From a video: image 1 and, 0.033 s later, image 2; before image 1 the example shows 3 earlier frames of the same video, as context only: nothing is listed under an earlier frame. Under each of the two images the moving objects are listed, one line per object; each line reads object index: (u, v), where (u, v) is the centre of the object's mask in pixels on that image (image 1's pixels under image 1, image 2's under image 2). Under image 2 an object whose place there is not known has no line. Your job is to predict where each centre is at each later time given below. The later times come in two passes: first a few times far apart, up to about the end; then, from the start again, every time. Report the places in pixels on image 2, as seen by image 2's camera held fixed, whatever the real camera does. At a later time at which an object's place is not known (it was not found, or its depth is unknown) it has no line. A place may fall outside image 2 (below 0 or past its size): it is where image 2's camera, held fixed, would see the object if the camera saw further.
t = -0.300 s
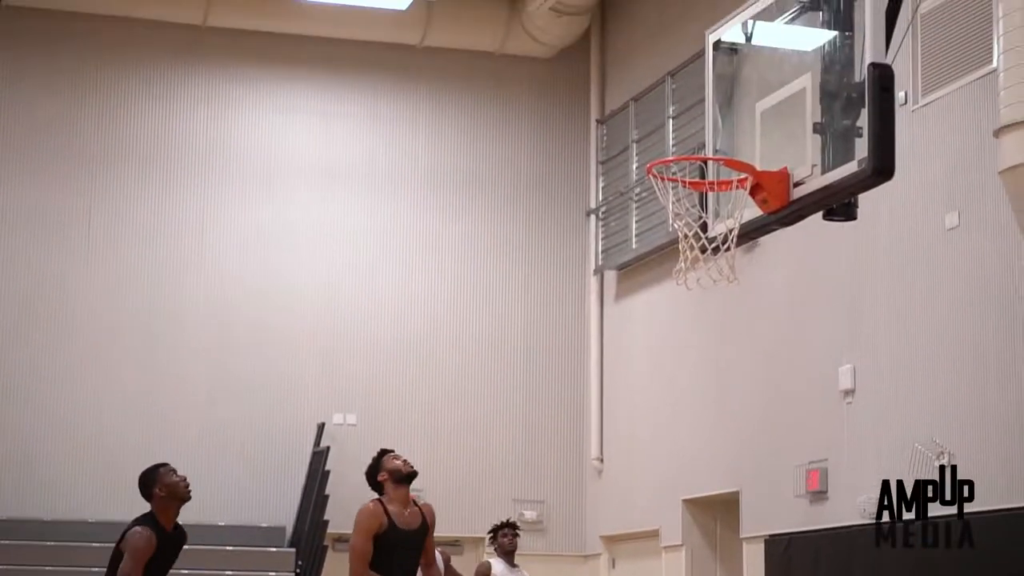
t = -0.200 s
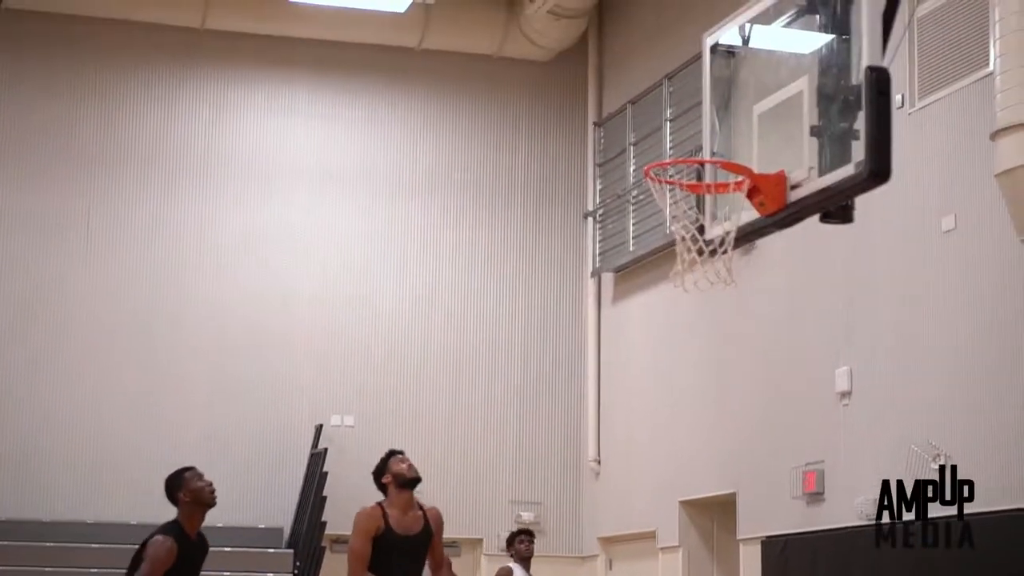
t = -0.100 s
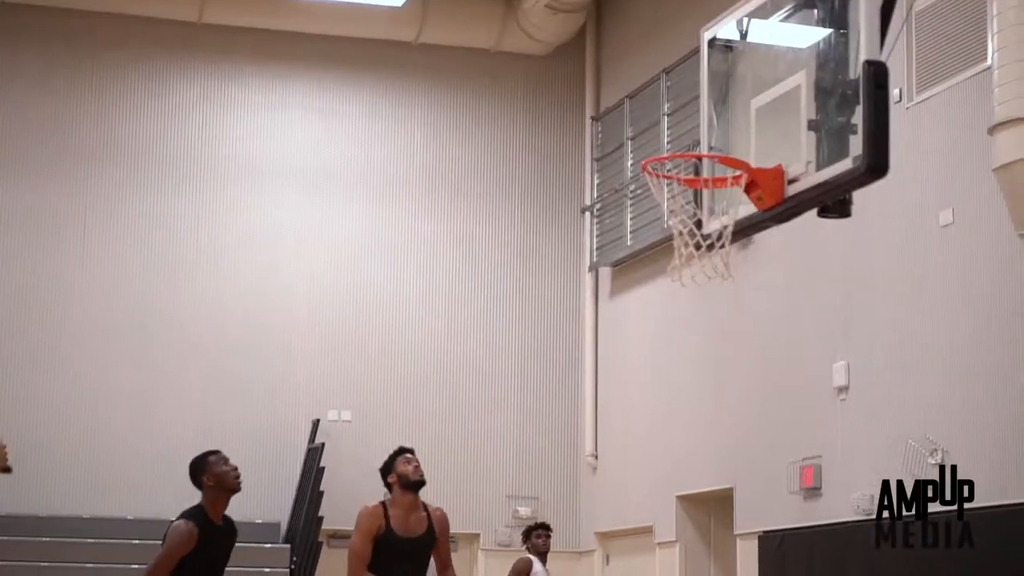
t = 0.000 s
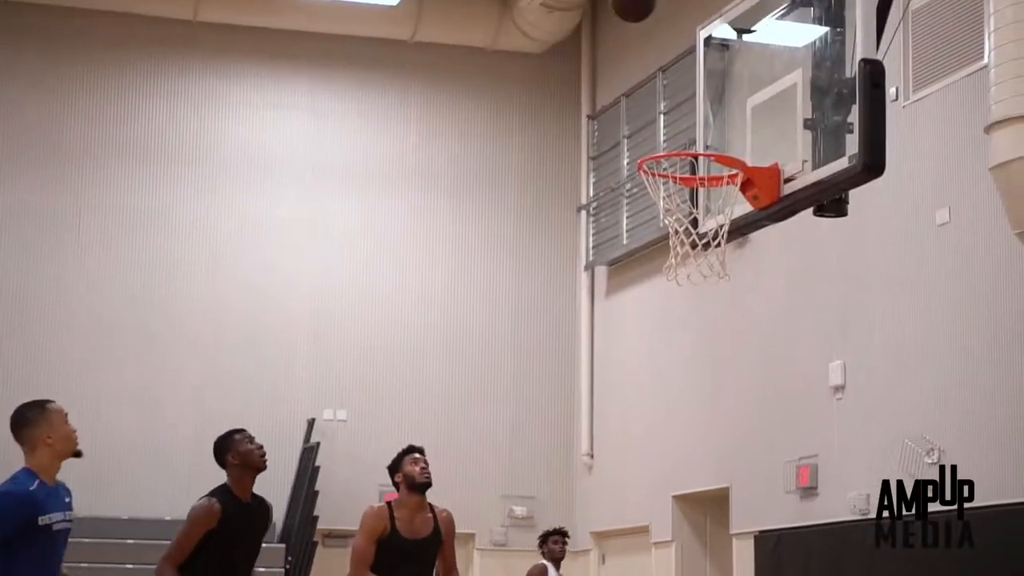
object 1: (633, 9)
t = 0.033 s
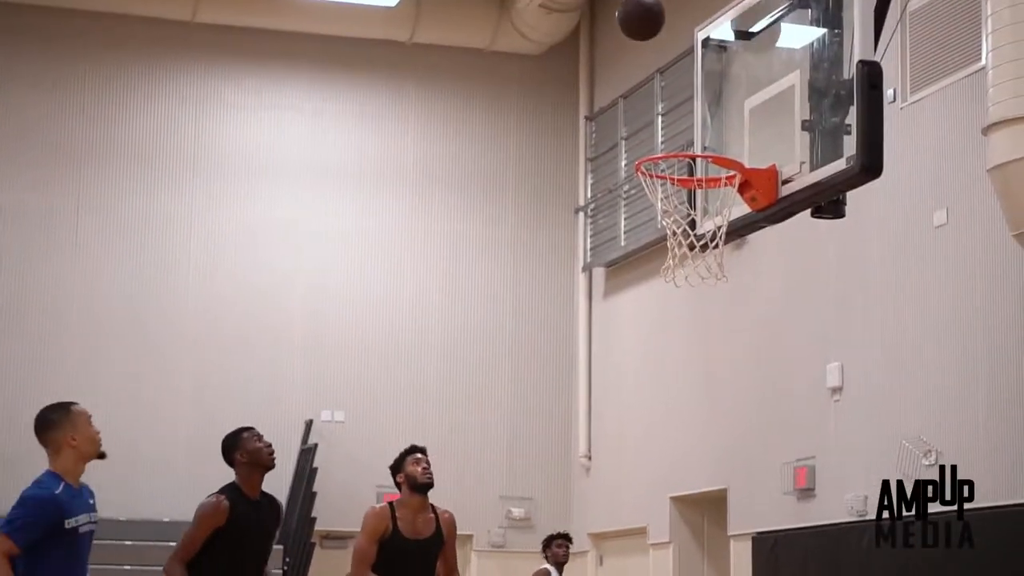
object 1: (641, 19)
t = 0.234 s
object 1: (707, 180)
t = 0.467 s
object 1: (692, 319)
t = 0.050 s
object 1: (646, 25)
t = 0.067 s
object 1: (651, 35)
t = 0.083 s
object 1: (656, 46)
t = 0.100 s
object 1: (661, 57)
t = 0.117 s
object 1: (667, 69)
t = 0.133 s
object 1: (672, 82)
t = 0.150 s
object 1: (678, 96)
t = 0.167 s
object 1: (684, 110)
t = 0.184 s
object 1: (690, 125)
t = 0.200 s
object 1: (696, 135)
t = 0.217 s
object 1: (700, 158)
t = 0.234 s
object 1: (707, 180)
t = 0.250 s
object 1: (713, 193)
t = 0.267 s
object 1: (715, 207)
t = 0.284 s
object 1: (714, 217)
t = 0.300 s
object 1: (712, 224)
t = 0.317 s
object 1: (711, 234)
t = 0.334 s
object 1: (708, 236)
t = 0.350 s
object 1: (706, 244)
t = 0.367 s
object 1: (704, 253)
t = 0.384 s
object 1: (702, 263)
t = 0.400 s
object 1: (700, 272)
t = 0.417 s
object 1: (698, 283)
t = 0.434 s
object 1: (696, 294)
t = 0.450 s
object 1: (694, 306)
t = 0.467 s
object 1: (692, 319)
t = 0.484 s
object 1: (690, 332)
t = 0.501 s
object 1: (687, 345)
